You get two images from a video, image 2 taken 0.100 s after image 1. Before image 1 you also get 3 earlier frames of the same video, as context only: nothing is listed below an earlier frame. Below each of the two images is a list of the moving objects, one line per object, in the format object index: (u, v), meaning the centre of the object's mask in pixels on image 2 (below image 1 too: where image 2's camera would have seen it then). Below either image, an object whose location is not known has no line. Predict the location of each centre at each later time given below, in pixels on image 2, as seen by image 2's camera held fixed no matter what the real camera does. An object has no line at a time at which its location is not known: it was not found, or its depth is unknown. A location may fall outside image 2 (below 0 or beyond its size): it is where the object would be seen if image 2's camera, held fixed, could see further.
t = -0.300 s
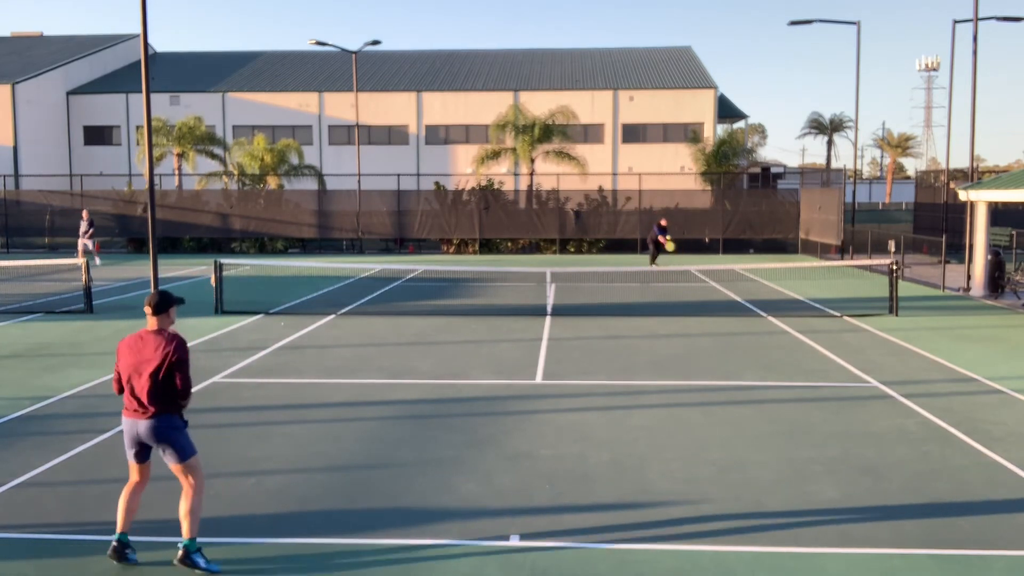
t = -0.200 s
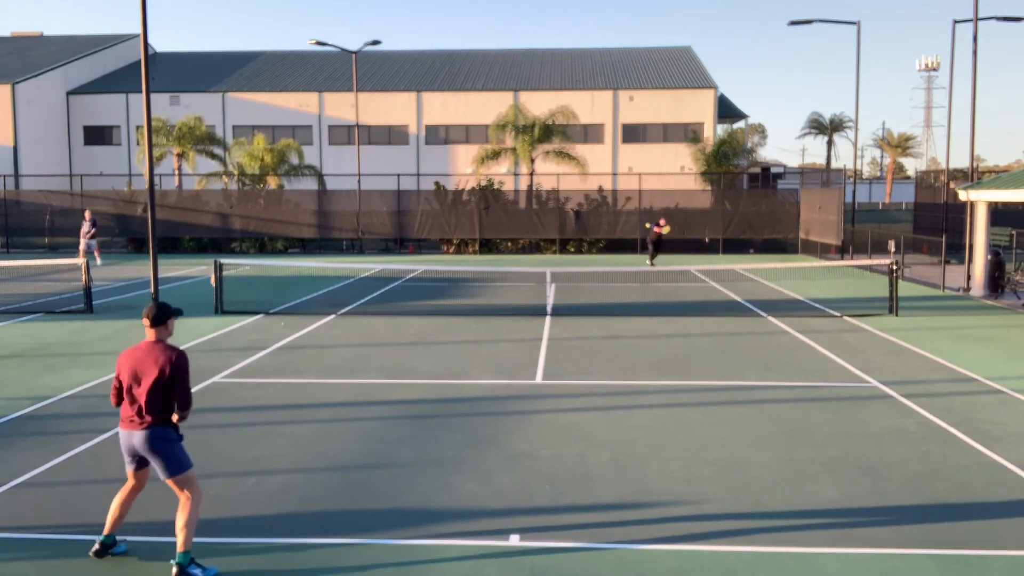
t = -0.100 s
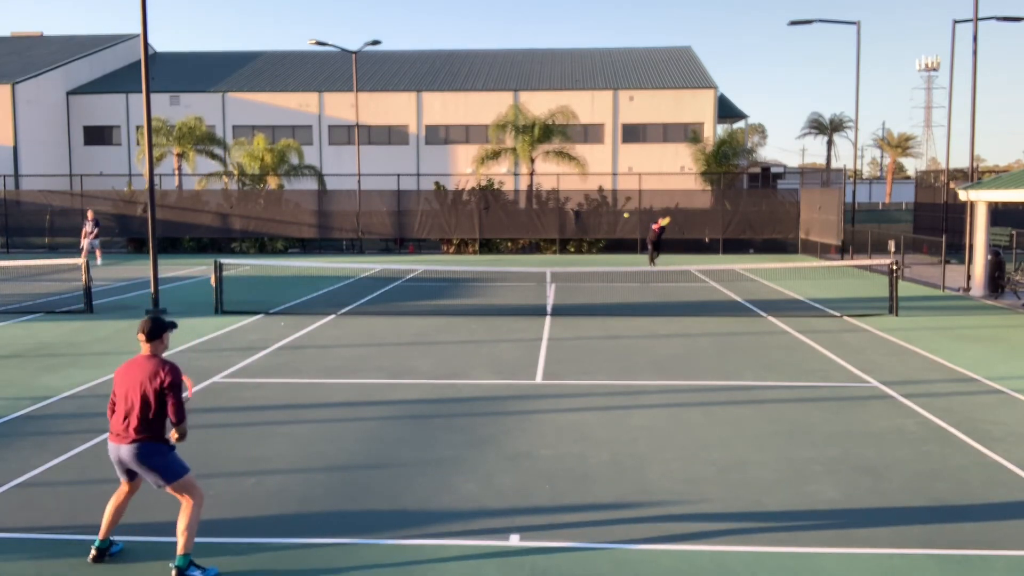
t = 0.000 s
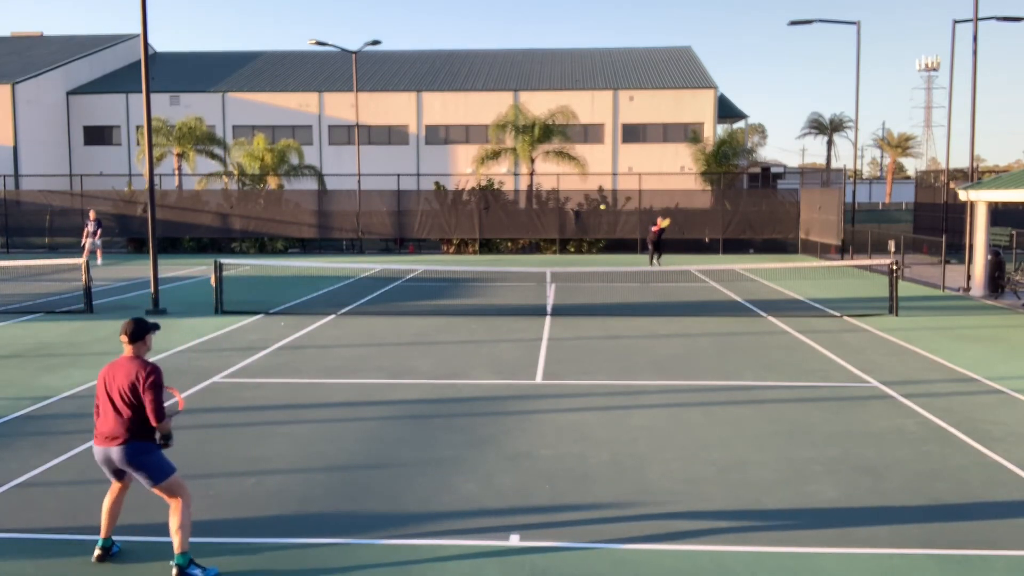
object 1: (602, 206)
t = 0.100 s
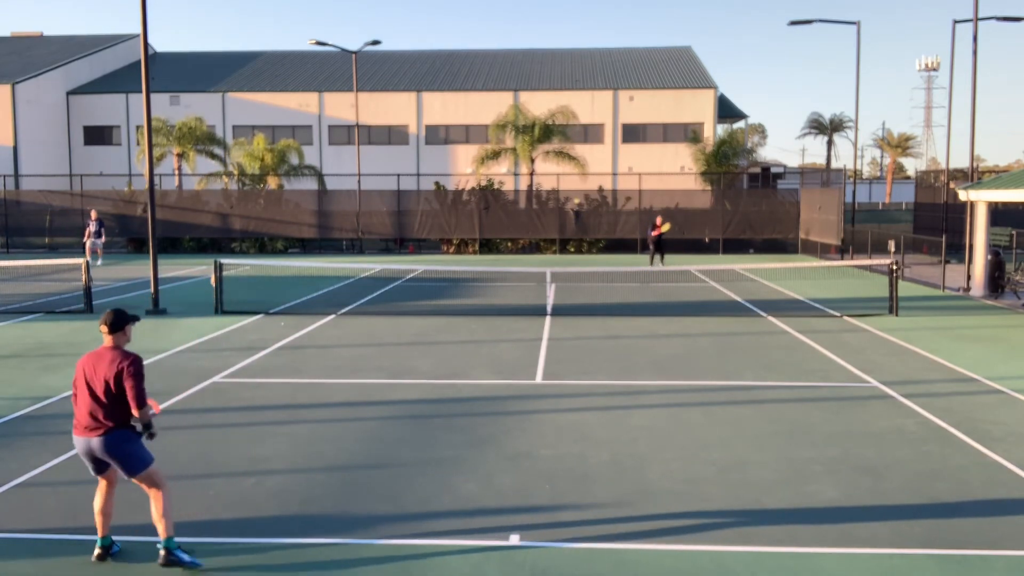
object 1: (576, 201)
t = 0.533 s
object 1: (421, 224)
